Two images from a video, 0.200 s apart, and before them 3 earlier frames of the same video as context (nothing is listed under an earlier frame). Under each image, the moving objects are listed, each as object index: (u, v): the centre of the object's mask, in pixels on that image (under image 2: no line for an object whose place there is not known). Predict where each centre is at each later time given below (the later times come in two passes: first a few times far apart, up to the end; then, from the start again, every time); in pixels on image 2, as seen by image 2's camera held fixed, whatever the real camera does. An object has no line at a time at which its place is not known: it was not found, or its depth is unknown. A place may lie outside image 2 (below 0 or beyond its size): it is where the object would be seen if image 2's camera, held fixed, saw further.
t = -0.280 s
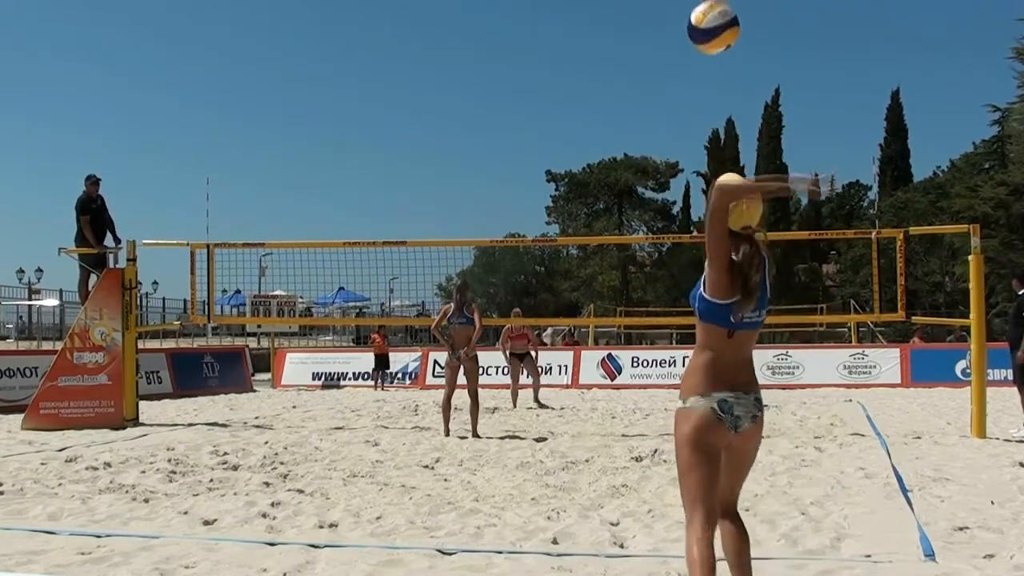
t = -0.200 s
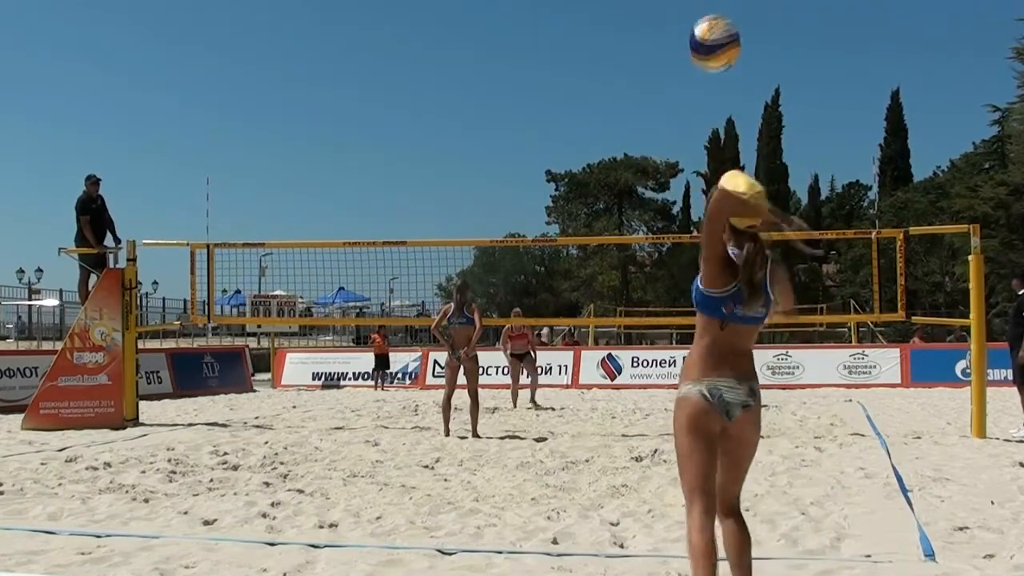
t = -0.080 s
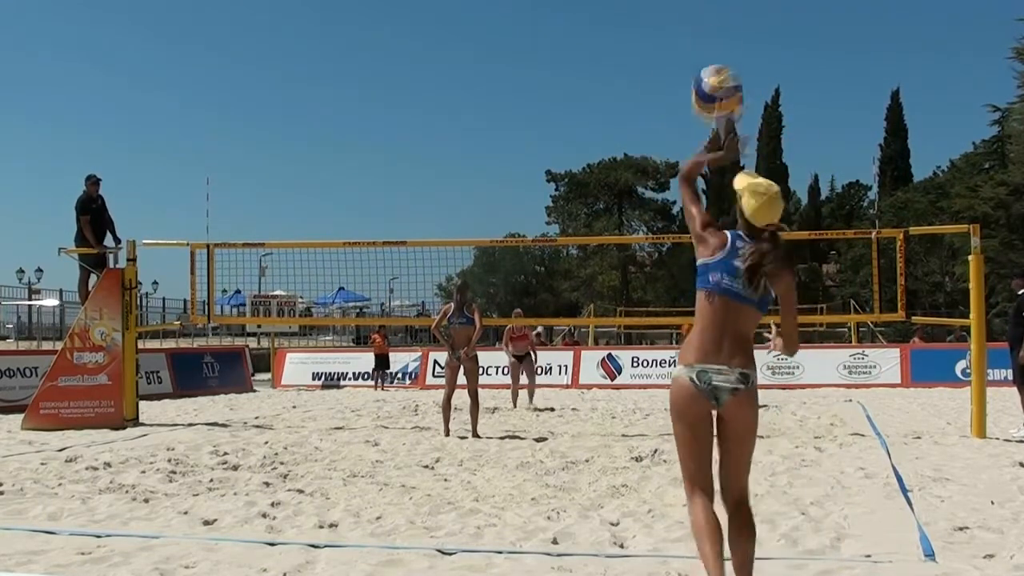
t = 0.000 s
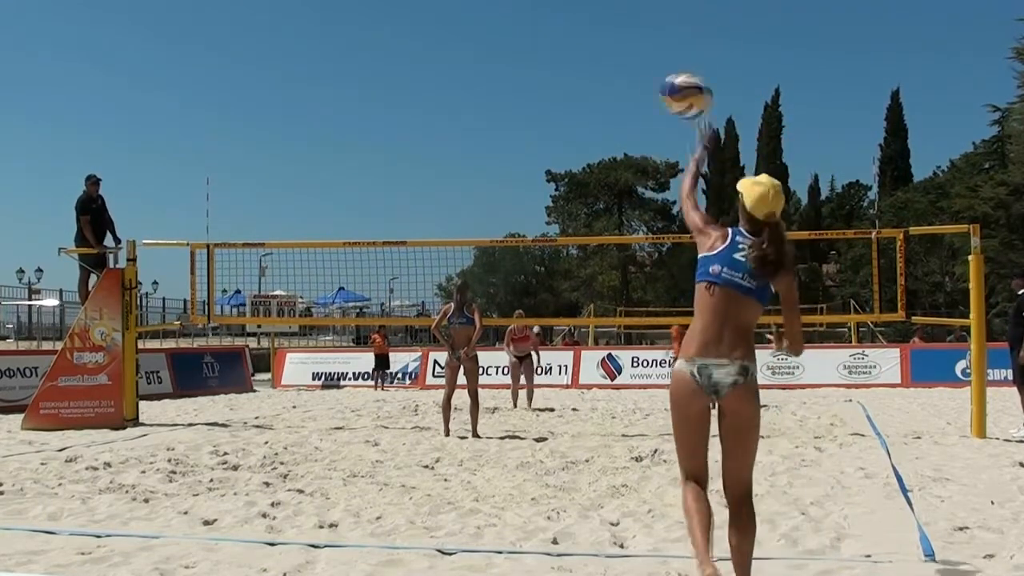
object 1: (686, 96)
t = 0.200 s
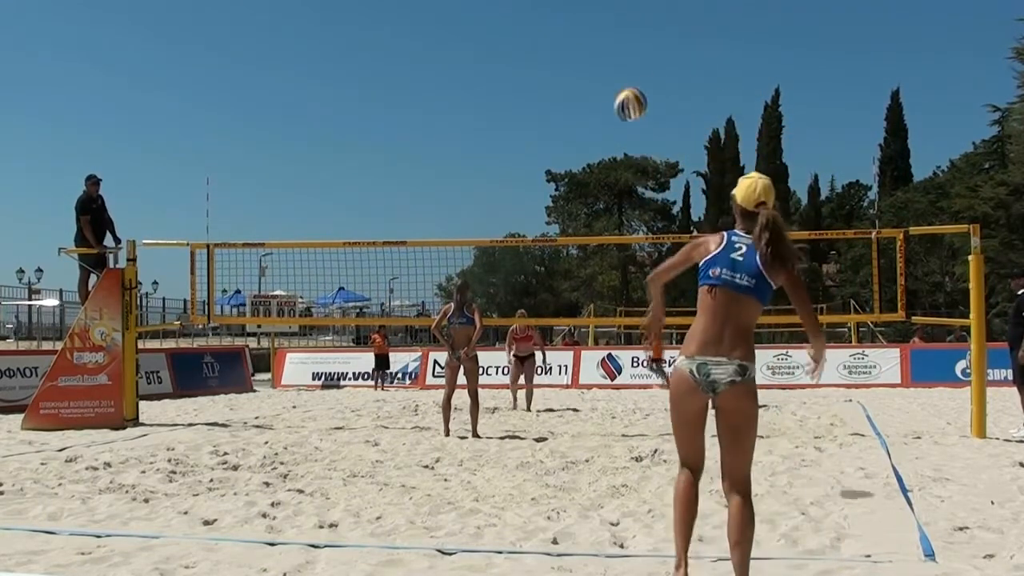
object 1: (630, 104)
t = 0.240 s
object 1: (623, 113)
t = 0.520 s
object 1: (577, 195)
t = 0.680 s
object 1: (555, 248)
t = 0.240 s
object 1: (623, 113)
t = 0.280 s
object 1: (616, 122)
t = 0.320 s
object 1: (608, 133)
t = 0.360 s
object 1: (601, 144)
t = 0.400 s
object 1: (594, 157)
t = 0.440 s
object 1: (589, 170)
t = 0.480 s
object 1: (583, 182)
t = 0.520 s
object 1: (577, 195)
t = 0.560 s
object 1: (571, 209)
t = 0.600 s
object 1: (566, 223)
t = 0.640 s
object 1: (558, 234)
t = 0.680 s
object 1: (555, 248)
